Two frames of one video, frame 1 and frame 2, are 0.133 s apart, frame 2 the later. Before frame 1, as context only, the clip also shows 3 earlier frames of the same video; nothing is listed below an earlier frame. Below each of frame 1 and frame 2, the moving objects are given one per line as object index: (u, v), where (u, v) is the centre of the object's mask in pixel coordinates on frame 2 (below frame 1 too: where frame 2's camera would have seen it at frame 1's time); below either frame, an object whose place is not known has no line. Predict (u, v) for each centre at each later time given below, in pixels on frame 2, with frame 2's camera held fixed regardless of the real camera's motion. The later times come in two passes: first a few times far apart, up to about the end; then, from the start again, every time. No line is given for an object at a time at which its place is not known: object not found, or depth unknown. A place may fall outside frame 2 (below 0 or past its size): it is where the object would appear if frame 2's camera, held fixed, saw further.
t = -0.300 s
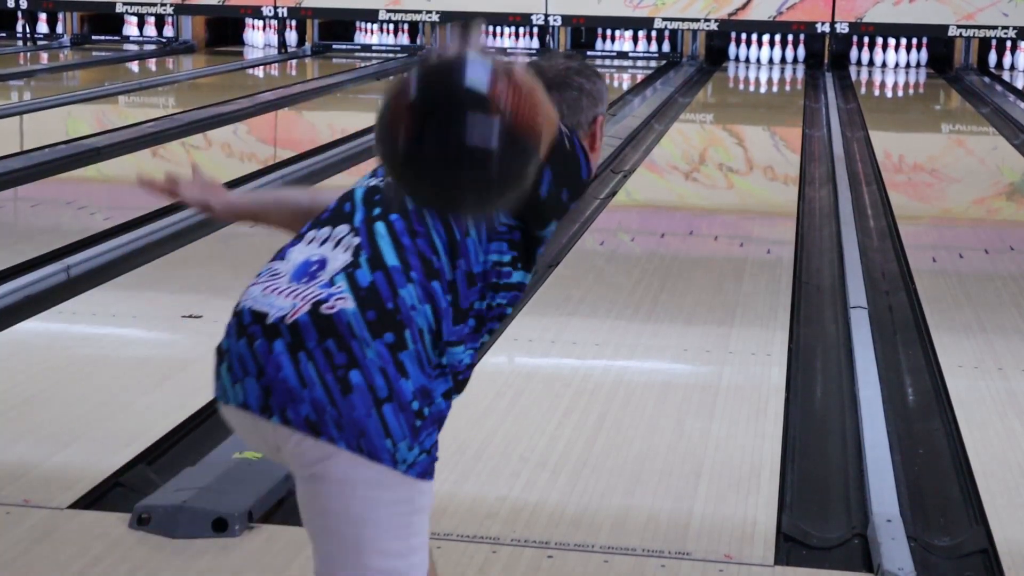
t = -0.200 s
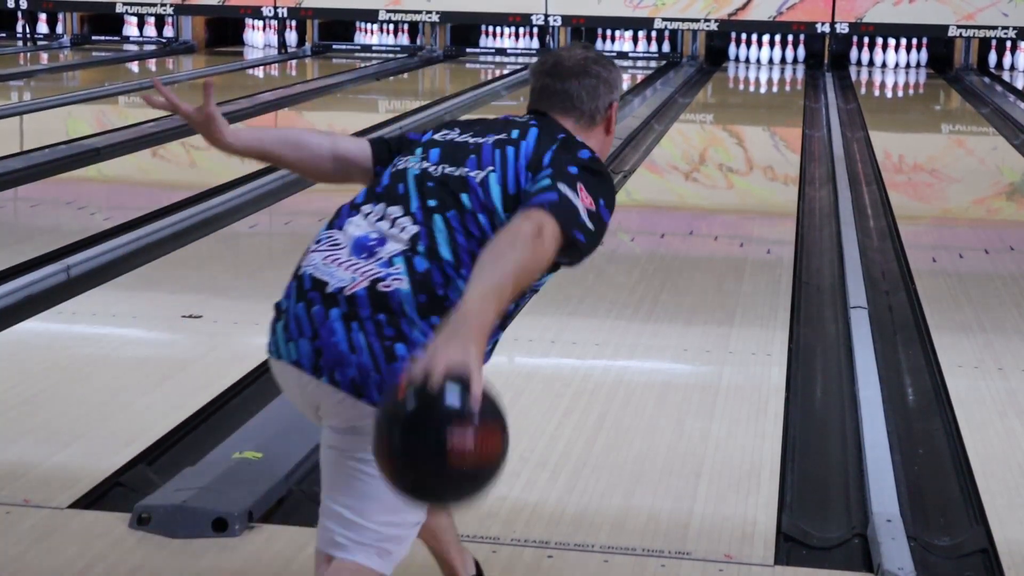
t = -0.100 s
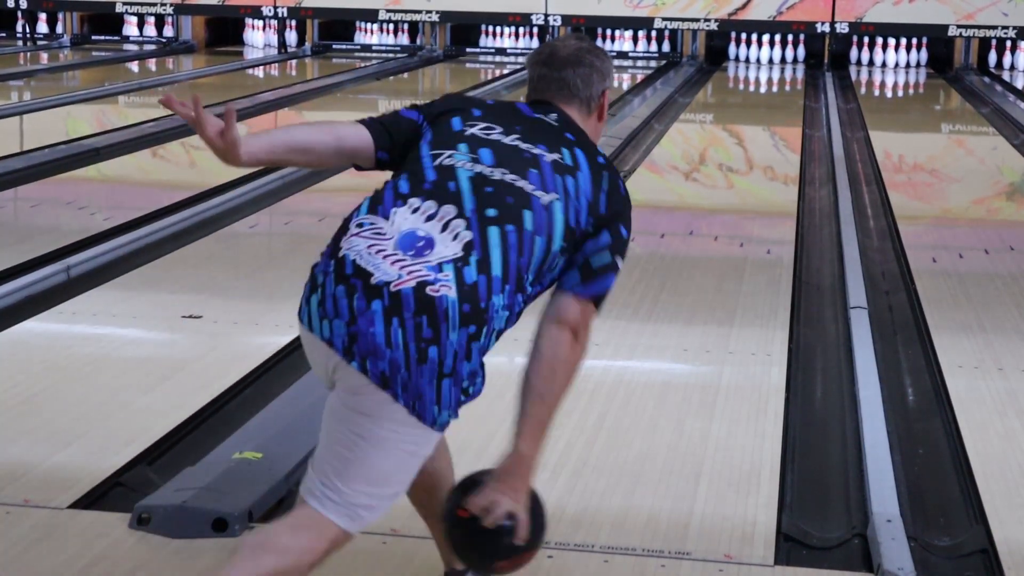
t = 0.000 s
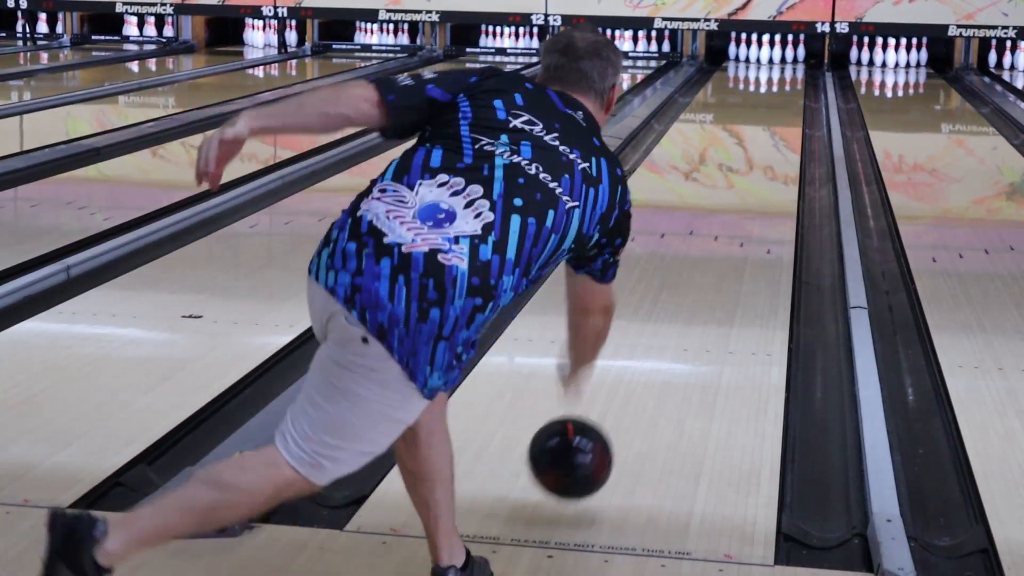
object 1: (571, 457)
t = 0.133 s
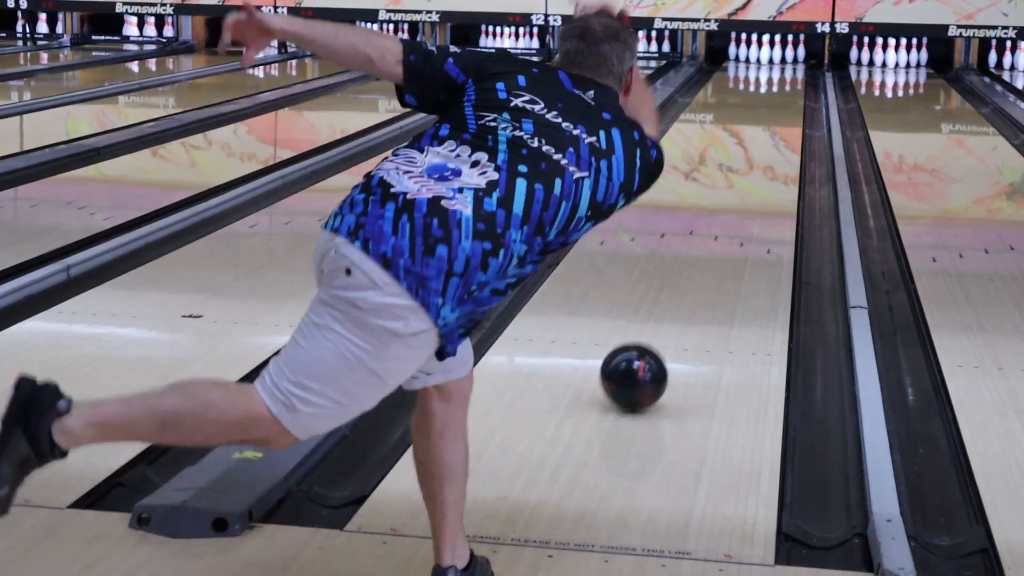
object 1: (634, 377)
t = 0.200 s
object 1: (657, 339)
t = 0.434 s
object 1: (711, 246)
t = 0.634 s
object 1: (738, 196)
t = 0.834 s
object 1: (756, 161)
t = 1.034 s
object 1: (768, 134)
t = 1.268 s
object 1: (777, 112)
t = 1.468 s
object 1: (782, 96)
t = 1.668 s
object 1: (784, 83)
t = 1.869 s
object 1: (782, 73)
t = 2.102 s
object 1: (775, 64)
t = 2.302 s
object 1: (765, 58)
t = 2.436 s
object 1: (761, 55)
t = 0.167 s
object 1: (645, 356)
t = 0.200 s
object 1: (657, 339)
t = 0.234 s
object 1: (666, 323)
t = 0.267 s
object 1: (676, 306)
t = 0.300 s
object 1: (684, 292)
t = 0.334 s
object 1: (692, 280)
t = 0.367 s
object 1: (699, 268)
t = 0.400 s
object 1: (707, 257)
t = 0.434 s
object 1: (711, 246)
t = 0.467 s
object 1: (717, 236)
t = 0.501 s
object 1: (722, 227)
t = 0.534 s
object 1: (726, 218)
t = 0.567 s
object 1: (731, 211)
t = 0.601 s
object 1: (735, 203)
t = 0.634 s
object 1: (738, 196)
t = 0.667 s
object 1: (742, 189)
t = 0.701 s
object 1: (745, 182)
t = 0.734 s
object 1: (748, 177)
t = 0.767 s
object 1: (751, 171)
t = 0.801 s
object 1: (753, 165)
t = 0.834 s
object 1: (756, 161)
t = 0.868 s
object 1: (758, 155)
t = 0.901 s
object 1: (760, 151)
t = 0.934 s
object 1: (762, 147)
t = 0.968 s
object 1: (764, 142)
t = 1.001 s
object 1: (766, 139)
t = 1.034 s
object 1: (768, 134)
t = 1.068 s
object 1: (769, 131)
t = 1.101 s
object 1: (771, 127)
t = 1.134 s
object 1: (772, 124)
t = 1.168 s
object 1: (773, 121)
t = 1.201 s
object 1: (775, 117)
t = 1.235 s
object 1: (776, 114)
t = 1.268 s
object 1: (777, 112)
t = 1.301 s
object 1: (778, 108)
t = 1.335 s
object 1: (779, 106)
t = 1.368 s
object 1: (780, 103)
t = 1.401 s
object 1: (781, 101)
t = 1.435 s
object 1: (781, 99)
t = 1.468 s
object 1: (782, 96)
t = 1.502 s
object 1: (782, 94)
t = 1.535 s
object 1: (783, 92)
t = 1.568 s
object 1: (783, 89)
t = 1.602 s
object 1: (784, 87)
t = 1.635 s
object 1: (784, 85)
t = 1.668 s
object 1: (784, 83)
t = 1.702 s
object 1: (784, 82)
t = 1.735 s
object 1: (784, 80)
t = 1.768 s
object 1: (784, 78)
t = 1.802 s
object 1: (783, 76)
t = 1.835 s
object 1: (783, 75)
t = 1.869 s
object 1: (782, 73)
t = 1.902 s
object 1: (782, 72)
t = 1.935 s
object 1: (780, 71)
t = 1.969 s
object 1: (779, 69)
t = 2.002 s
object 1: (778, 67)
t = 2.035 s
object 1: (777, 66)
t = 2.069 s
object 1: (776, 65)
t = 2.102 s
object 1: (775, 64)
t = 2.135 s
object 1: (774, 63)
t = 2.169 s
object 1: (773, 62)
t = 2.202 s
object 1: (771, 61)
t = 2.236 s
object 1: (769, 59)
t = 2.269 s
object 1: (768, 59)
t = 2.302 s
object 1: (765, 58)
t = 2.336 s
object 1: (765, 57)
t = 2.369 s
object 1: (764, 57)
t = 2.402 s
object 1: (765, 56)
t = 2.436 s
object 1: (761, 55)
